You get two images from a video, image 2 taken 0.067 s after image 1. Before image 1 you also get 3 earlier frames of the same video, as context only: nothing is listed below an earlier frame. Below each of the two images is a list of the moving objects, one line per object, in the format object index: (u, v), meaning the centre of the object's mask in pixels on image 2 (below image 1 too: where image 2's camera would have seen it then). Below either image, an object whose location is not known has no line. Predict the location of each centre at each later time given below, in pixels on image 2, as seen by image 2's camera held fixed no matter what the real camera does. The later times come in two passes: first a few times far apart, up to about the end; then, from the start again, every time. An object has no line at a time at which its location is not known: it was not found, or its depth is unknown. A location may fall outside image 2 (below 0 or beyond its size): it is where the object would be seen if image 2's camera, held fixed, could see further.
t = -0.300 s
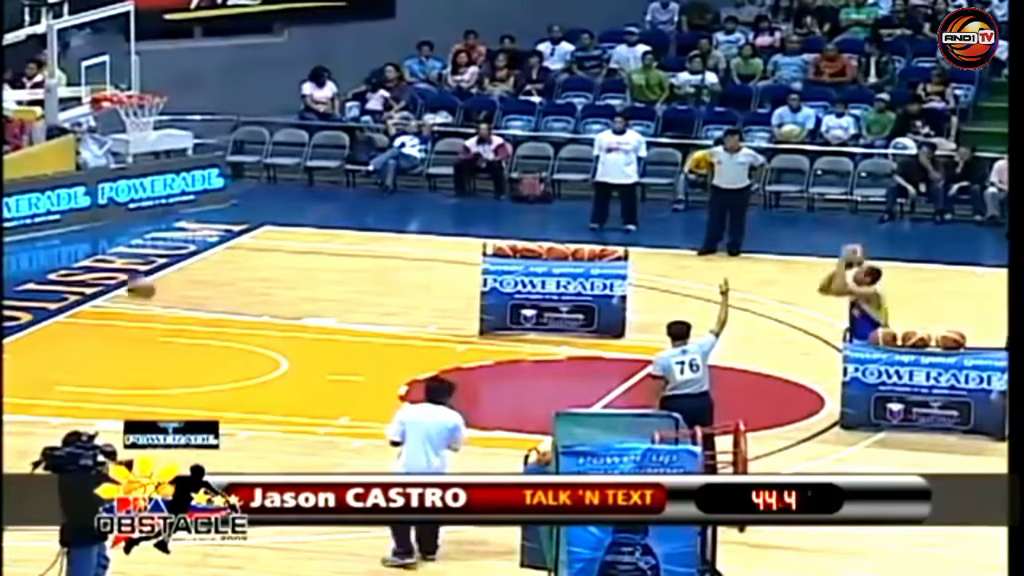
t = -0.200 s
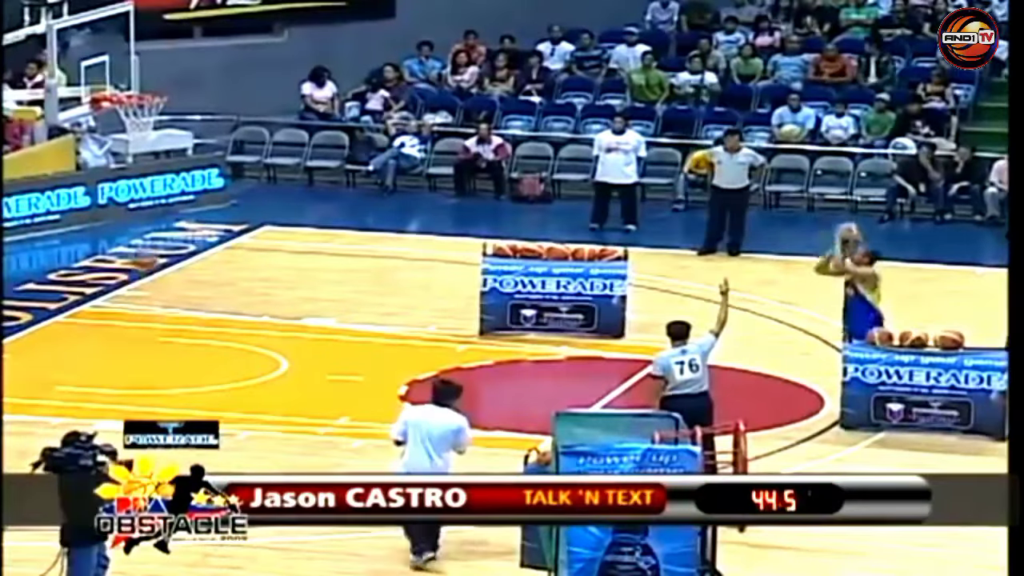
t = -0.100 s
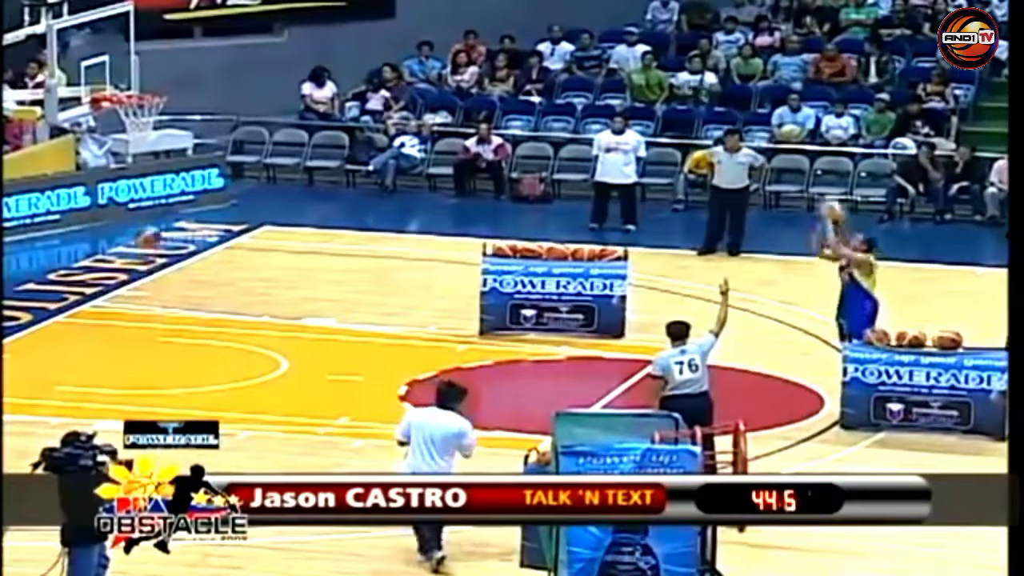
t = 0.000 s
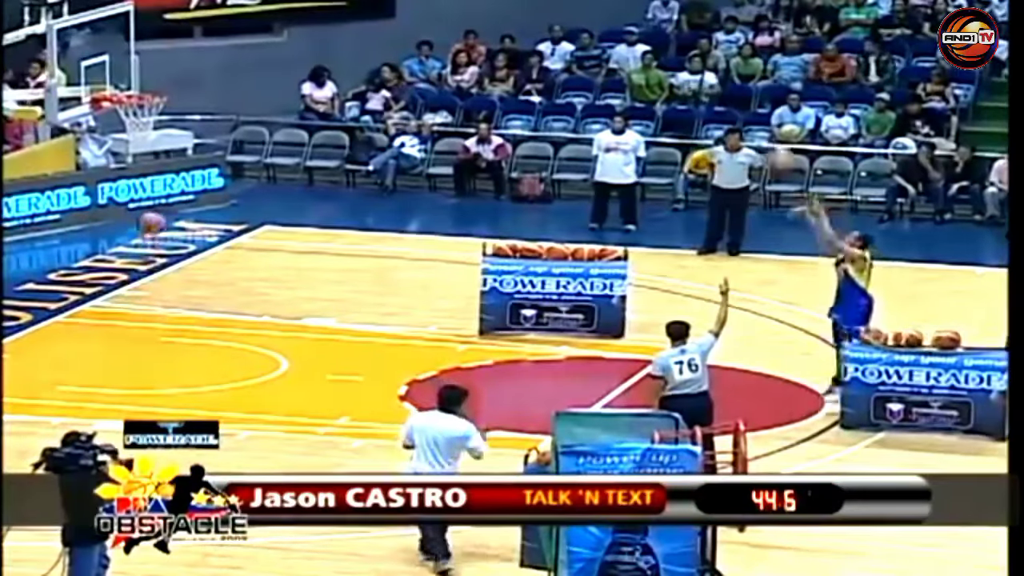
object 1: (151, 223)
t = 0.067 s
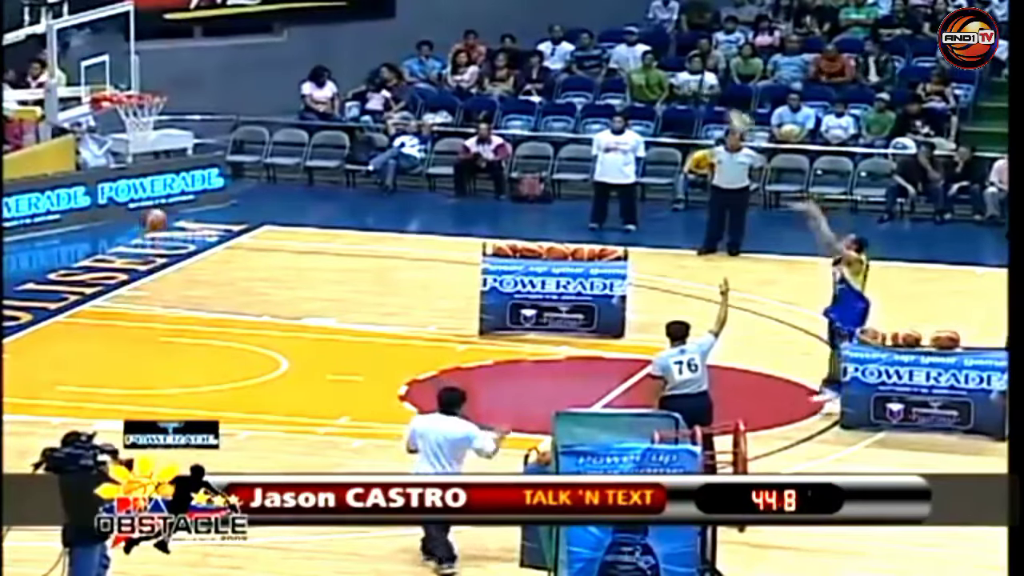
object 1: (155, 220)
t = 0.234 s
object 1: (159, 228)
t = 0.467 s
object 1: (167, 282)
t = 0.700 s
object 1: (175, 383)
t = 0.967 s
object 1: (185, 344)
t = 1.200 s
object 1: (196, 307)
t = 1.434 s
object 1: (208, 321)
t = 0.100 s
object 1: (154, 220)
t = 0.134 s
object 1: (154, 220)
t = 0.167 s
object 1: (155, 221)
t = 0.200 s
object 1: (157, 224)
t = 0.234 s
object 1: (159, 228)
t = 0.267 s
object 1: (160, 233)
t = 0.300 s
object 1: (160, 236)
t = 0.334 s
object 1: (163, 246)
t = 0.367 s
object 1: (163, 253)
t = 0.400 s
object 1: (164, 261)
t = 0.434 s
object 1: (166, 271)
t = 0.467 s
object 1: (167, 282)
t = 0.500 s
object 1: (167, 294)
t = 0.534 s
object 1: (169, 306)
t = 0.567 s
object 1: (170, 318)
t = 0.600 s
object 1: (171, 333)
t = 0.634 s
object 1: (173, 349)
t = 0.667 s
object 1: (173, 366)
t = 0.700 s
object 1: (175, 383)
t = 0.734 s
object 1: (176, 401)
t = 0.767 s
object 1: (176, 411)
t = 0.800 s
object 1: (178, 397)
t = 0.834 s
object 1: (180, 384)
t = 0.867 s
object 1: (181, 372)
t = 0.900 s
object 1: (182, 363)
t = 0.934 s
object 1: (184, 353)
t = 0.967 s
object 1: (185, 344)
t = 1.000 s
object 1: (187, 335)
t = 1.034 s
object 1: (189, 327)
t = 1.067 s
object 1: (190, 321)
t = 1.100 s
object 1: (191, 316)
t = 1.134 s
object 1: (193, 312)
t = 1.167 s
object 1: (195, 309)
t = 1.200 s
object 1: (196, 307)
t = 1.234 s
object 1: (198, 306)
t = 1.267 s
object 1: (199, 307)
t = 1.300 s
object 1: (201, 307)
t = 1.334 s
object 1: (203, 309)
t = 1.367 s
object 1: (205, 312)
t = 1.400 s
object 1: (206, 316)
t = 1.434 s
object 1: (208, 321)
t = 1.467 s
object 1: (211, 327)
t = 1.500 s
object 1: (212, 334)
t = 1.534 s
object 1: (213, 342)
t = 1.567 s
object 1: (215, 352)
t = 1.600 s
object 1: (216, 362)
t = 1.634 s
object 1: (218, 371)
